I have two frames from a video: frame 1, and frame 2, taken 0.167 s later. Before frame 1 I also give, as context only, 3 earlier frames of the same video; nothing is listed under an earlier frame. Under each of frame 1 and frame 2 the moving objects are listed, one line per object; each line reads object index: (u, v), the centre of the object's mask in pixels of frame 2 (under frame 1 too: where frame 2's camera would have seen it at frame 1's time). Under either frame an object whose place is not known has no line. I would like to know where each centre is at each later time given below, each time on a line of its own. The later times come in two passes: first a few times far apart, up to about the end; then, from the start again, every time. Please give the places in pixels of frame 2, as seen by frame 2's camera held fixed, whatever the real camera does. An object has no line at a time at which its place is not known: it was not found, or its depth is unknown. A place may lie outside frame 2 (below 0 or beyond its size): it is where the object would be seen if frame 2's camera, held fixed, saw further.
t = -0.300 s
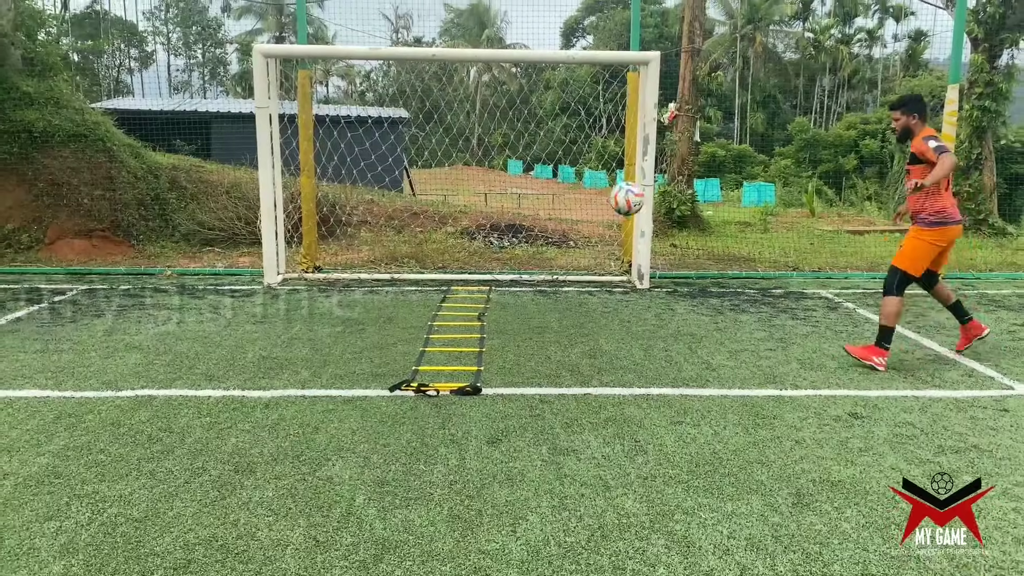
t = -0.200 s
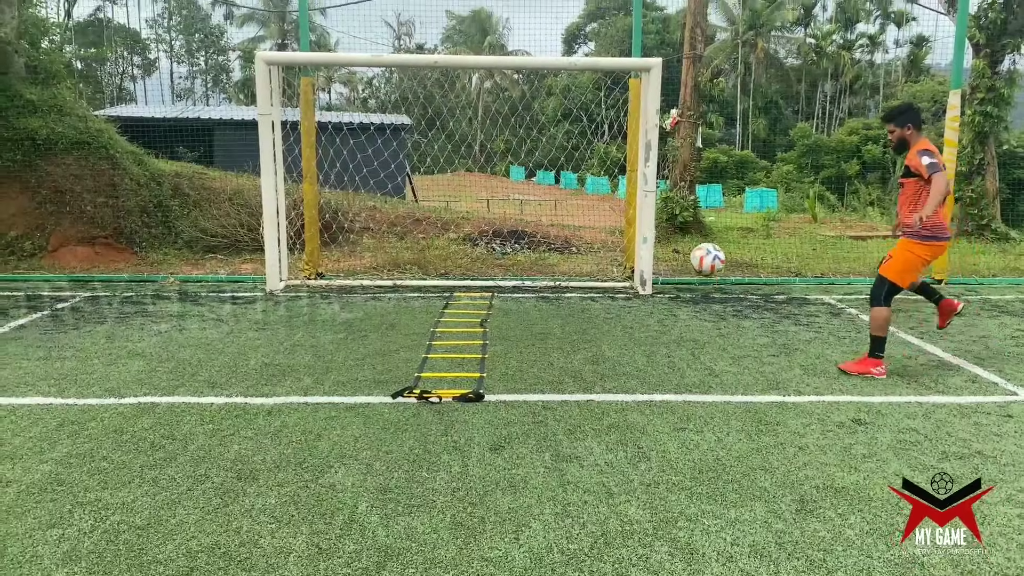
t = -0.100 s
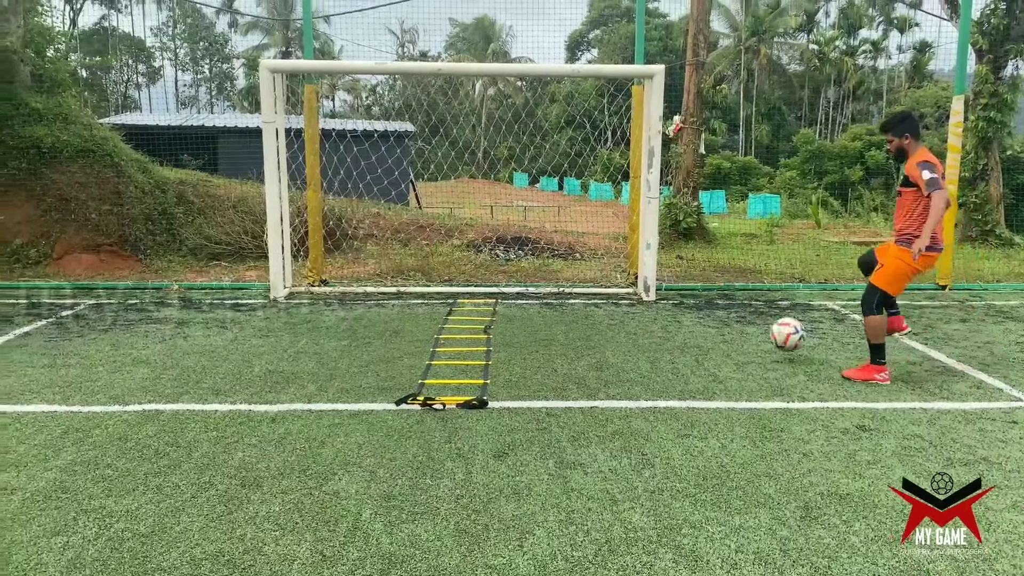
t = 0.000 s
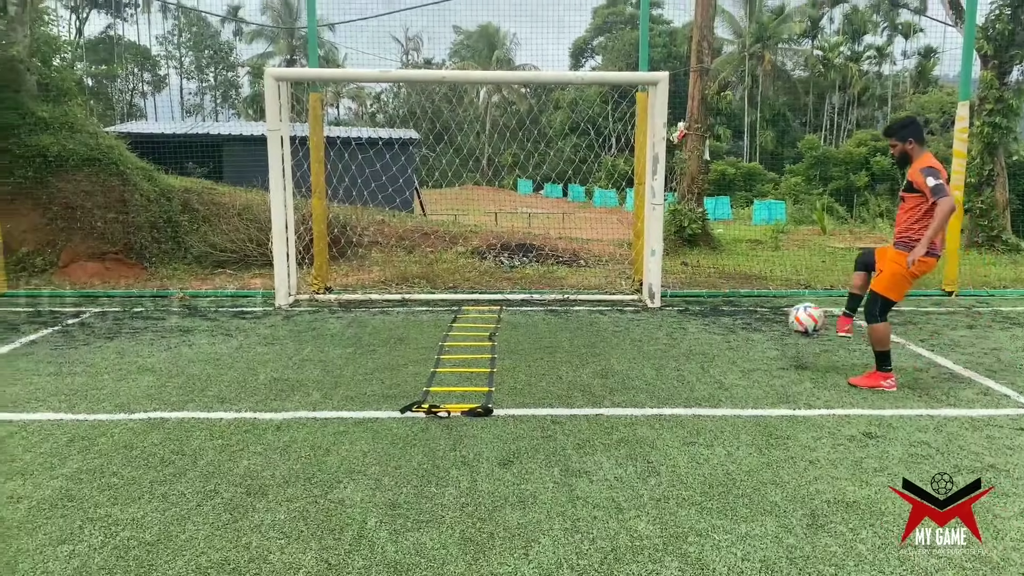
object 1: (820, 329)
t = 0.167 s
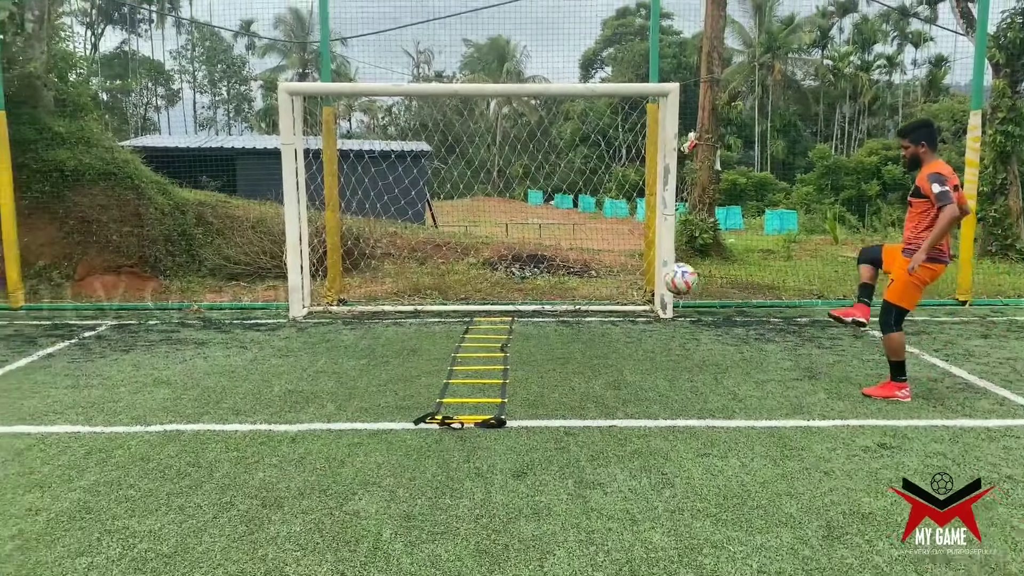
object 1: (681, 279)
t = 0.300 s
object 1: (579, 269)
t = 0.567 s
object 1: (396, 319)
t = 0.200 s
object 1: (654, 275)
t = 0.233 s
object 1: (628, 271)
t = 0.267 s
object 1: (604, 269)
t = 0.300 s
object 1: (579, 269)
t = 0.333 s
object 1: (555, 270)
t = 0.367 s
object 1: (530, 274)
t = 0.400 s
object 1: (508, 277)
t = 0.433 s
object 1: (485, 282)
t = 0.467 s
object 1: (462, 290)
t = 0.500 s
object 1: (440, 298)
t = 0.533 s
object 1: (419, 308)
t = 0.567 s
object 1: (396, 319)
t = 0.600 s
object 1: (376, 331)
